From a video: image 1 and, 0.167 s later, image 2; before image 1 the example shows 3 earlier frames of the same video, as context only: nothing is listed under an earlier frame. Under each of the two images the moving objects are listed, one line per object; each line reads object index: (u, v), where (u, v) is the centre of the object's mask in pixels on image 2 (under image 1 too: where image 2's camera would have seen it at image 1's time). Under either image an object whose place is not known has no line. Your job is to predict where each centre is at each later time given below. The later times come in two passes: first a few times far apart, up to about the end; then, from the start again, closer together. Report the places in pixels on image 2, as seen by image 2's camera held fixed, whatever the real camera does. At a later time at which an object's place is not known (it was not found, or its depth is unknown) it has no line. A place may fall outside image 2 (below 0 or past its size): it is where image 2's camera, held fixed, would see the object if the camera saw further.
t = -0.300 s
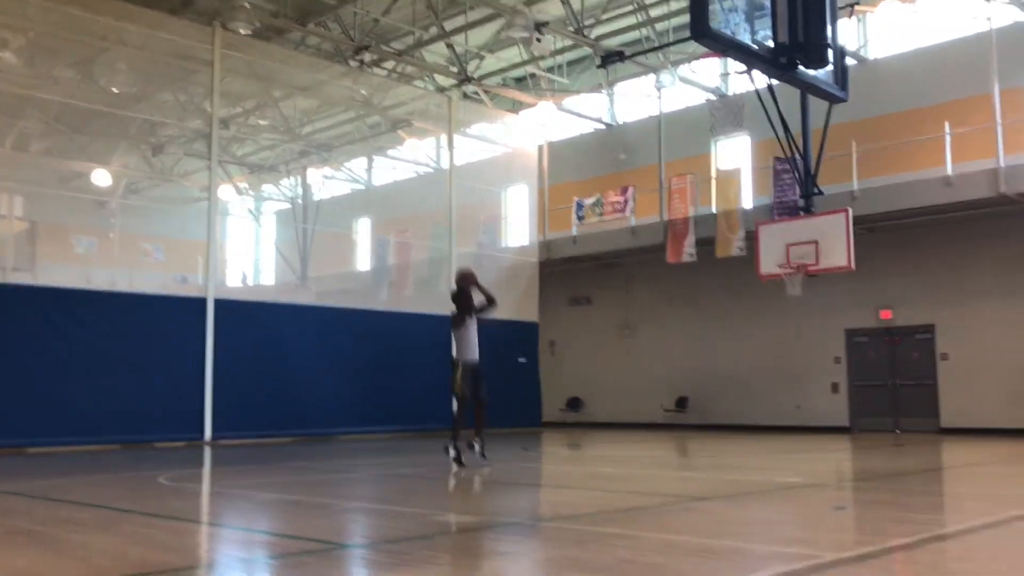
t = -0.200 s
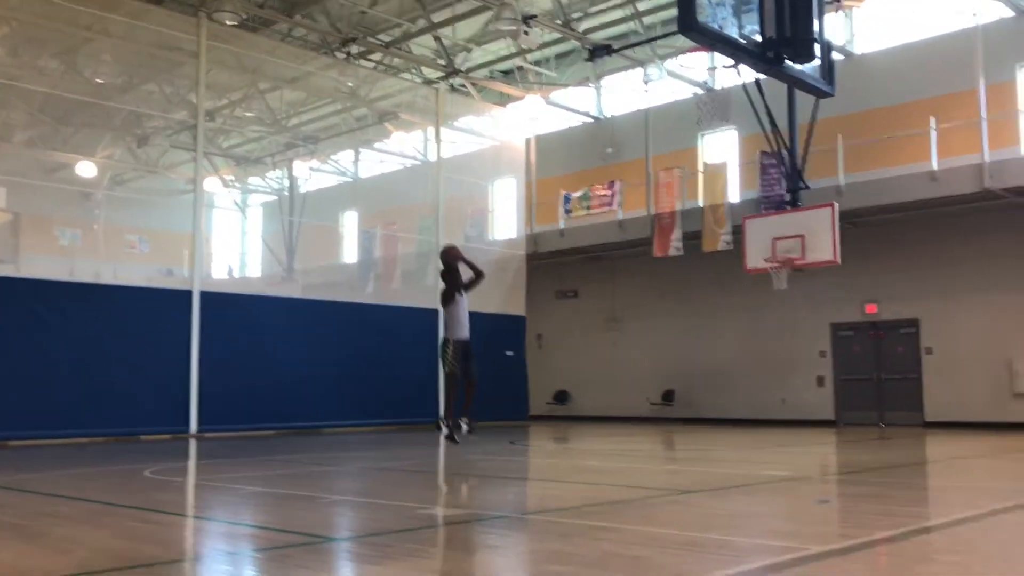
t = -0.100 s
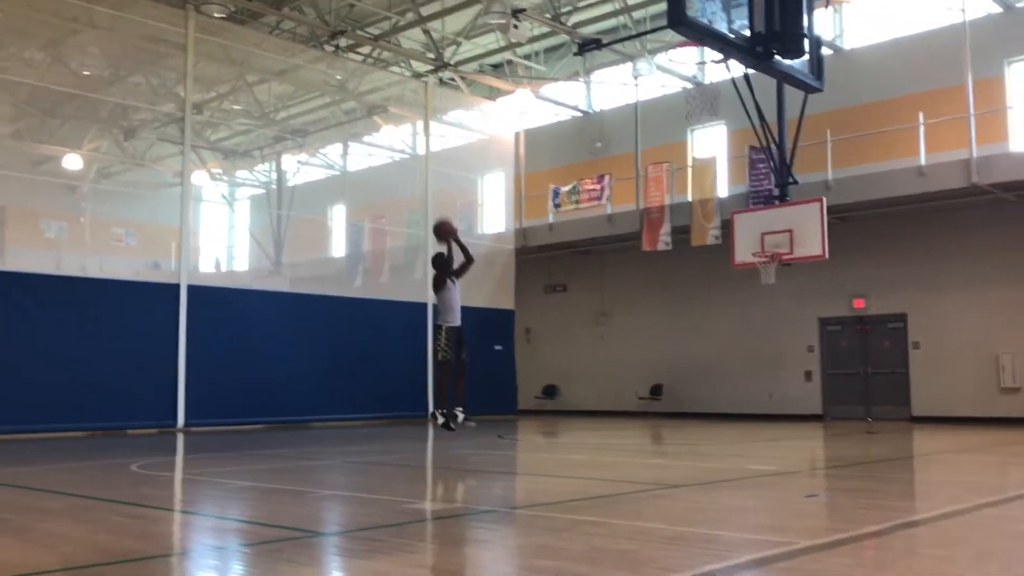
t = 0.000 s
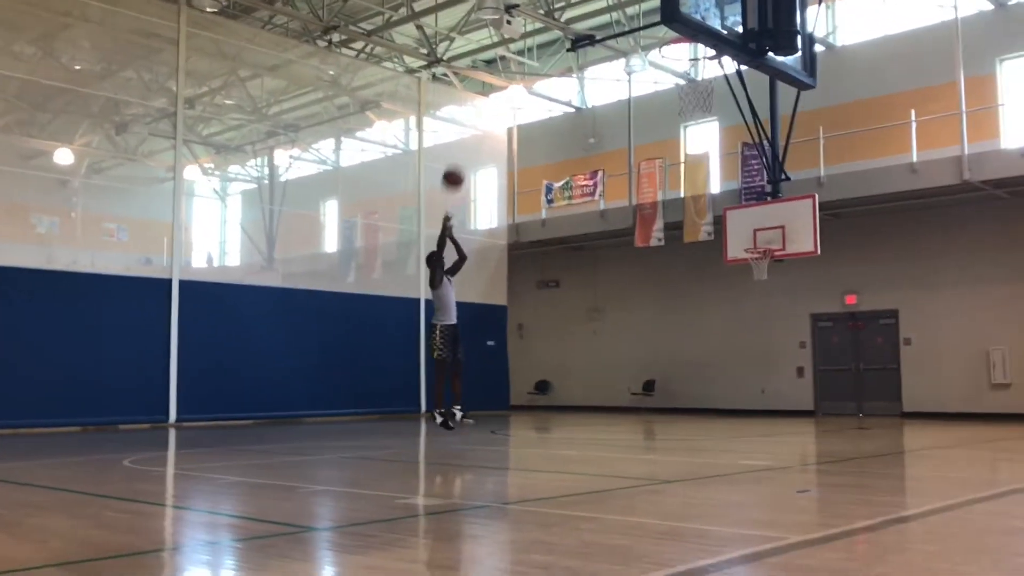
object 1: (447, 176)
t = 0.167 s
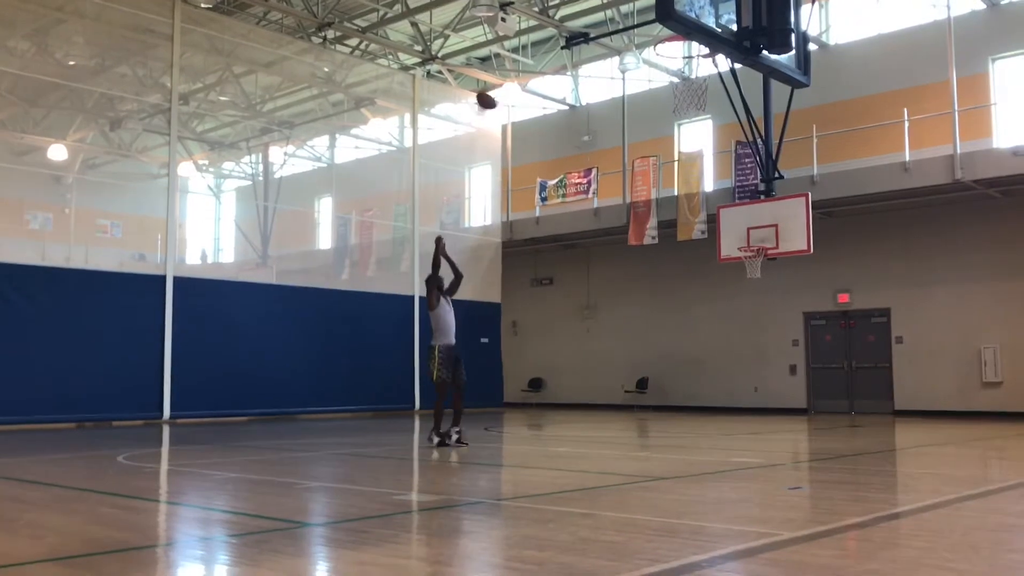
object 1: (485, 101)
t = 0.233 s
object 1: (502, 75)
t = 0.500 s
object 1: (578, 12)
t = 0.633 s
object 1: (623, 7)
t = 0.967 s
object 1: (692, 82)
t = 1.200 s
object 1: (750, 150)
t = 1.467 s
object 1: (816, 313)
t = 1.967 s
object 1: (889, 282)
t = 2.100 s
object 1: (902, 251)
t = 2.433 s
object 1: (939, 288)
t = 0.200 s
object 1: (493, 87)
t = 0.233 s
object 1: (502, 75)
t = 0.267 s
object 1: (512, 65)
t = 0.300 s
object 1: (520, 55)
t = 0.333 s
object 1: (530, 45)
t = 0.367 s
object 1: (539, 37)
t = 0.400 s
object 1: (550, 29)
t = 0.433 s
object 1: (558, 23)
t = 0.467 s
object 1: (568, 17)
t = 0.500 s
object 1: (578, 12)
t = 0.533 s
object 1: (589, 9)
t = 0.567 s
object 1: (600, 7)
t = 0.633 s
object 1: (623, 7)
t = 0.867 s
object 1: (686, 51)
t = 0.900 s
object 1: (671, 61)
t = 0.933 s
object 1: (680, 70)
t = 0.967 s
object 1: (692, 82)
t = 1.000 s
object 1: (702, 92)
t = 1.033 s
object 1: (711, 98)
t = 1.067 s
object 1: (717, 104)
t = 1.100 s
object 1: (726, 114)
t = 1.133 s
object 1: (733, 125)
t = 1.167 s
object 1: (741, 136)
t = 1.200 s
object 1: (750, 150)
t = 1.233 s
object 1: (758, 166)
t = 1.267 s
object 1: (767, 182)
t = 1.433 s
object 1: (808, 289)
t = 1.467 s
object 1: (816, 313)
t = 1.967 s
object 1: (889, 282)
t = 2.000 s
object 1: (892, 273)
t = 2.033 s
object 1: (895, 265)
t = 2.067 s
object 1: (899, 258)
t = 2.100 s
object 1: (902, 251)
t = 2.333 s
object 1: (928, 260)
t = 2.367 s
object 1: (932, 268)
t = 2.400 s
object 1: (935, 277)
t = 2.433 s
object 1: (939, 288)
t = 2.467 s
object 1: (944, 301)
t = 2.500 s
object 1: (949, 315)
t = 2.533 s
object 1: (953, 331)
